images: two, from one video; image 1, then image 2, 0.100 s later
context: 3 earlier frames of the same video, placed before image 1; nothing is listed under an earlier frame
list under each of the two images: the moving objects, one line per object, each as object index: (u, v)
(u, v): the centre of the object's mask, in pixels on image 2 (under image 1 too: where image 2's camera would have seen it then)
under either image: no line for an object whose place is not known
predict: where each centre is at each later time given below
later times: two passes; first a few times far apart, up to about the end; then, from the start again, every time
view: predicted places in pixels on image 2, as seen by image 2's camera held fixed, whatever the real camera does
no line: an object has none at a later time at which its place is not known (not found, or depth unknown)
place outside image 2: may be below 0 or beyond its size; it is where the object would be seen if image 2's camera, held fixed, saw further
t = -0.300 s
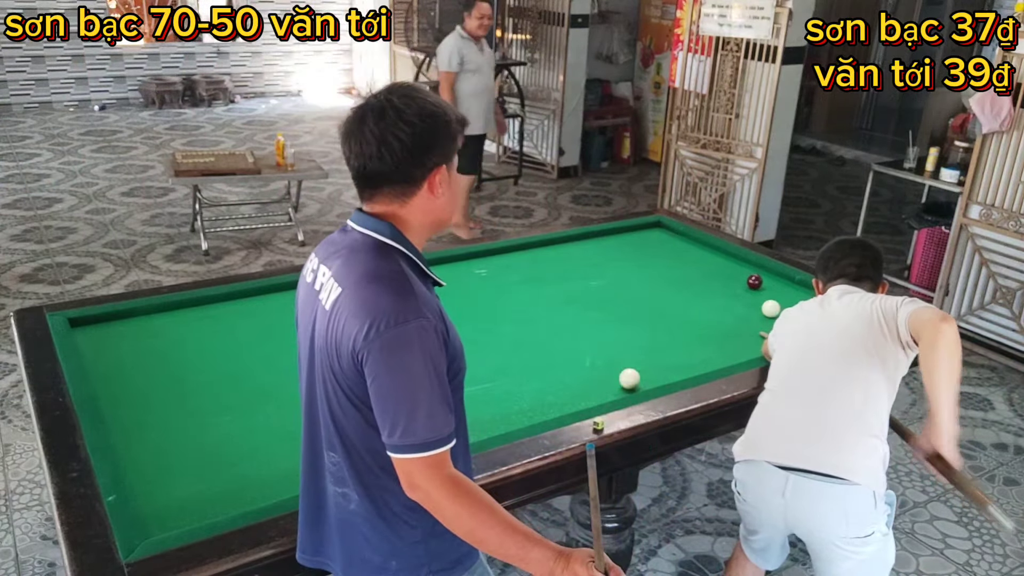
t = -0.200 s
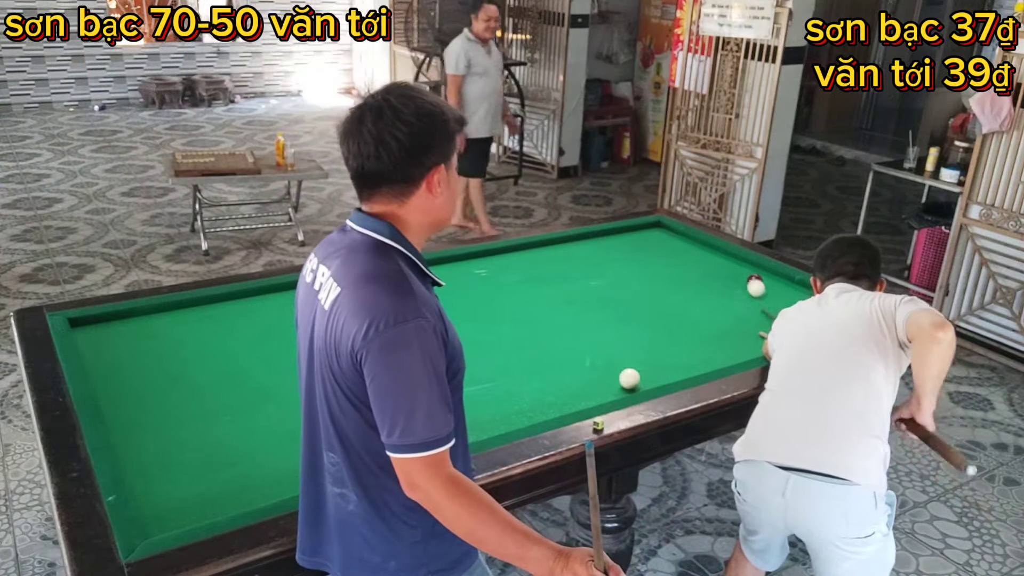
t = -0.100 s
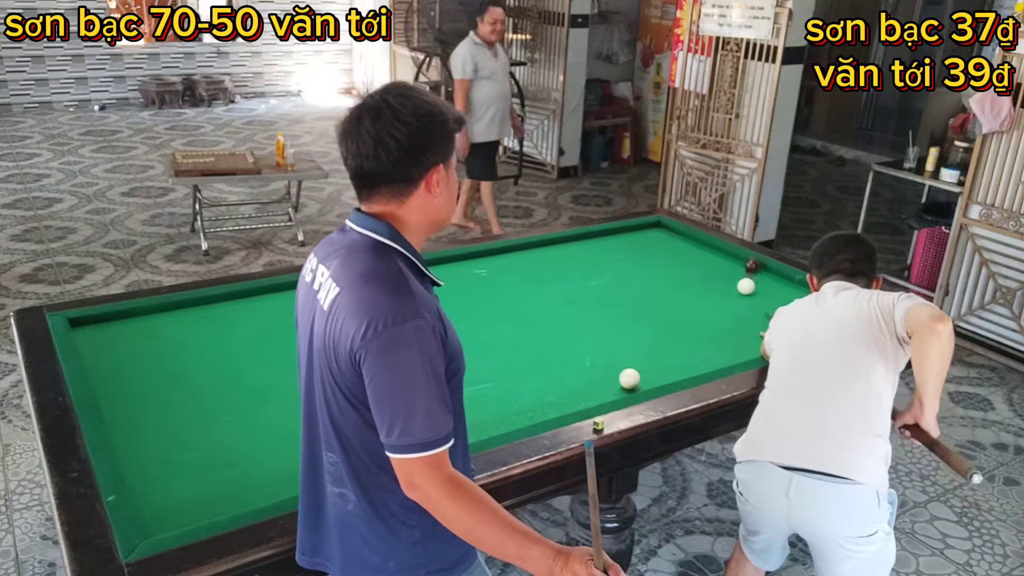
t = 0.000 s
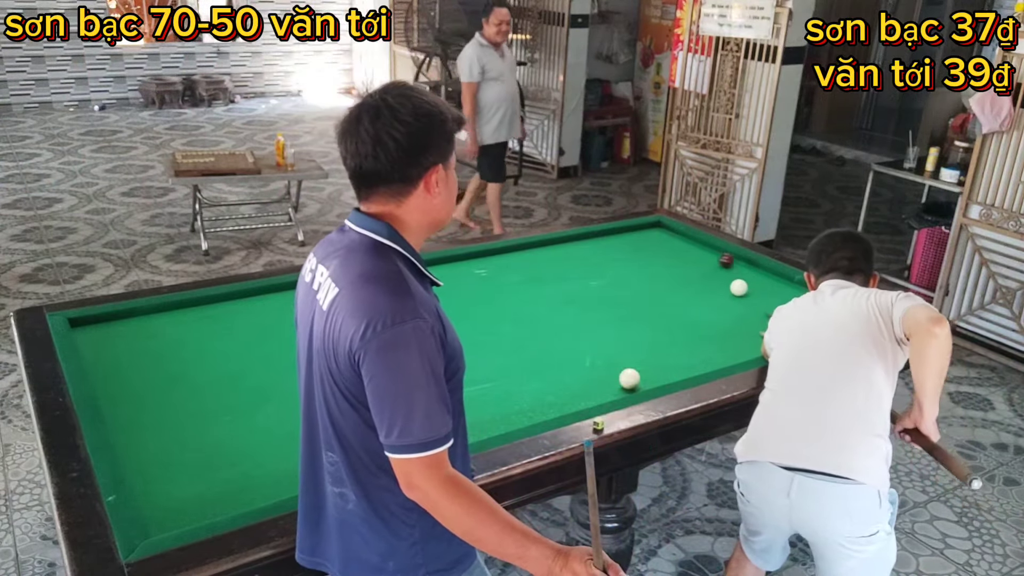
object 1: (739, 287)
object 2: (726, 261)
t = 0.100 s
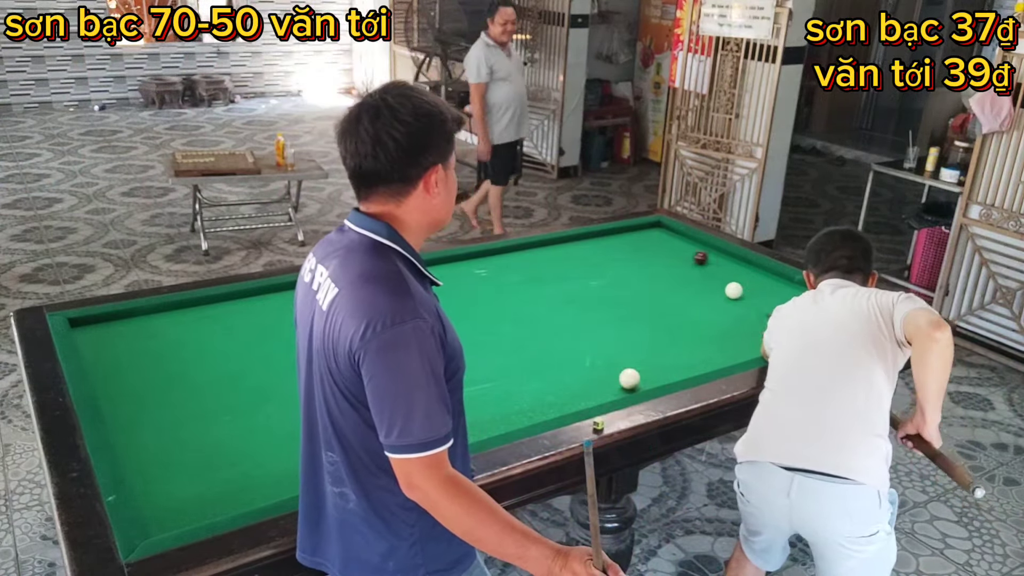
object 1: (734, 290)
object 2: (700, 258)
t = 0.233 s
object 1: (727, 295)
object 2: (670, 254)
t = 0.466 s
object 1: (716, 302)
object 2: (618, 247)
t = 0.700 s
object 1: (705, 310)
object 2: (570, 241)
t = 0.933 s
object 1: (693, 318)
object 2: (556, 252)
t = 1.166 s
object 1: (681, 326)
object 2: (541, 264)
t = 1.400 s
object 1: (668, 335)
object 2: (525, 277)
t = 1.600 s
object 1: (658, 341)
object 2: (510, 288)
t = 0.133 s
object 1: (732, 291)
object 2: (693, 257)
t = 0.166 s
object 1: (730, 292)
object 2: (685, 256)
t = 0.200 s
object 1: (729, 293)
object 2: (677, 255)
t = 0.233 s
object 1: (727, 295)
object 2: (670, 254)
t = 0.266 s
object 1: (726, 296)
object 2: (662, 253)
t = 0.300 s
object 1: (724, 297)
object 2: (654, 252)
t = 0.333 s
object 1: (723, 298)
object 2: (647, 251)
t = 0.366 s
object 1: (721, 299)
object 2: (639, 250)
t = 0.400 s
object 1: (719, 300)
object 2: (632, 249)
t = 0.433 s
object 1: (718, 301)
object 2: (625, 248)
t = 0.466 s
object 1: (716, 302)
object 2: (618, 247)
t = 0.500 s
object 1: (714, 303)
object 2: (610, 246)
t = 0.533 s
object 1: (713, 305)
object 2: (603, 245)
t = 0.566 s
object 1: (711, 306)
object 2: (596, 244)
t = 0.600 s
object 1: (710, 307)
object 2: (590, 242)
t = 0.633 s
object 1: (708, 308)
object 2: (582, 242)
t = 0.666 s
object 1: (707, 309)
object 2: (575, 241)
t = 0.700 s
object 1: (705, 310)
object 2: (570, 241)
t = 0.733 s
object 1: (703, 312)
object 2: (568, 242)
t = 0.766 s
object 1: (701, 312)
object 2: (566, 244)
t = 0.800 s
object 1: (699, 314)
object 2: (565, 245)
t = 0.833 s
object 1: (698, 315)
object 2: (563, 246)
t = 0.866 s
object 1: (696, 316)
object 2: (561, 248)
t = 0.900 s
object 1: (695, 317)
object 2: (559, 250)
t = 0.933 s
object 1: (693, 318)
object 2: (556, 252)
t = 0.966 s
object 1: (691, 320)
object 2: (554, 254)
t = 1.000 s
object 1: (689, 321)
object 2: (552, 256)
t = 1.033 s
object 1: (688, 322)
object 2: (550, 257)
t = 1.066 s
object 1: (686, 323)
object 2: (548, 259)
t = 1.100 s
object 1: (684, 324)
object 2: (545, 260)
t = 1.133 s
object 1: (683, 325)
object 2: (543, 262)
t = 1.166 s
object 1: (681, 326)
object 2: (541, 264)
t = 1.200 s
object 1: (679, 328)
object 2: (538, 266)
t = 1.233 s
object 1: (677, 329)
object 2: (536, 268)
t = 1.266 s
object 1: (676, 330)
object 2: (534, 270)
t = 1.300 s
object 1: (674, 331)
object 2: (532, 271)
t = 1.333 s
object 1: (672, 332)
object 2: (529, 273)
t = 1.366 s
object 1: (670, 333)
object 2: (527, 275)
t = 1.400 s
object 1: (668, 335)
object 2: (525, 277)
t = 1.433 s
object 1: (666, 336)
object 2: (522, 279)
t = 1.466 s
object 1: (665, 337)
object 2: (520, 280)
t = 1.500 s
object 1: (663, 338)
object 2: (517, 282)
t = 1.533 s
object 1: (661, 339)
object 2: (515, 284)
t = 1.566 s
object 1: (659, 340)
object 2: (512, 286)
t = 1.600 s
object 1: (658, 341)
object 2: (510, 288)
